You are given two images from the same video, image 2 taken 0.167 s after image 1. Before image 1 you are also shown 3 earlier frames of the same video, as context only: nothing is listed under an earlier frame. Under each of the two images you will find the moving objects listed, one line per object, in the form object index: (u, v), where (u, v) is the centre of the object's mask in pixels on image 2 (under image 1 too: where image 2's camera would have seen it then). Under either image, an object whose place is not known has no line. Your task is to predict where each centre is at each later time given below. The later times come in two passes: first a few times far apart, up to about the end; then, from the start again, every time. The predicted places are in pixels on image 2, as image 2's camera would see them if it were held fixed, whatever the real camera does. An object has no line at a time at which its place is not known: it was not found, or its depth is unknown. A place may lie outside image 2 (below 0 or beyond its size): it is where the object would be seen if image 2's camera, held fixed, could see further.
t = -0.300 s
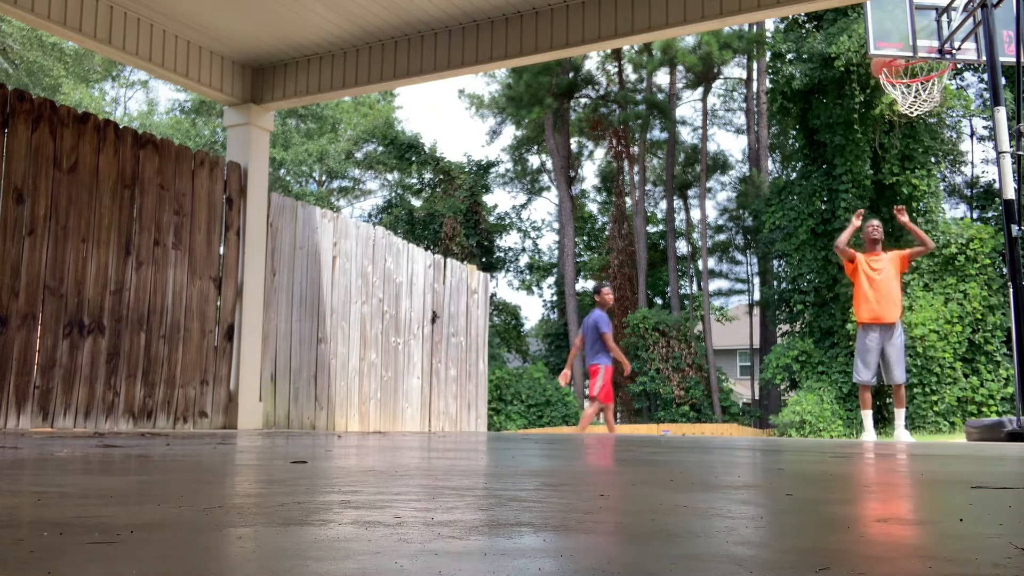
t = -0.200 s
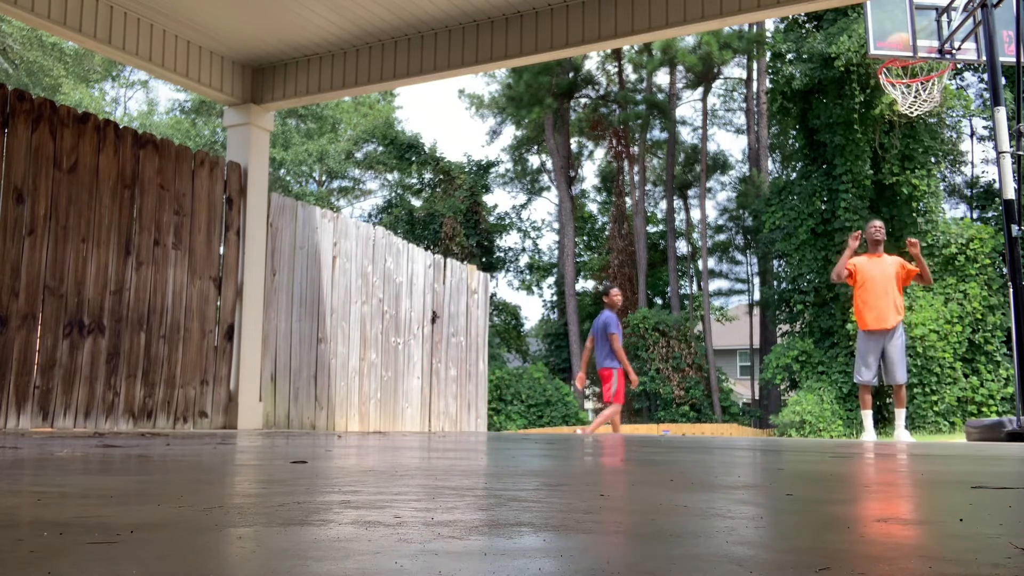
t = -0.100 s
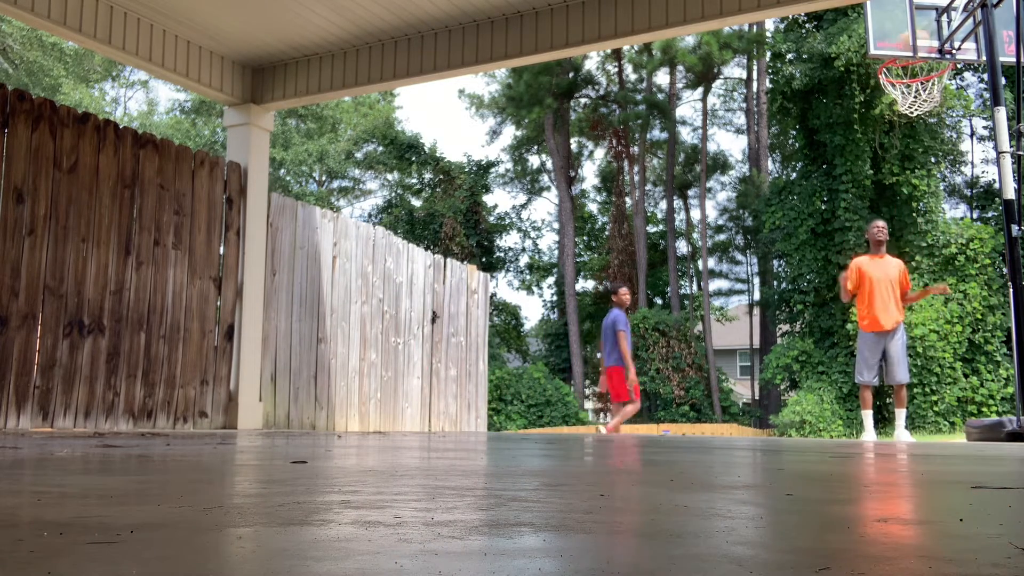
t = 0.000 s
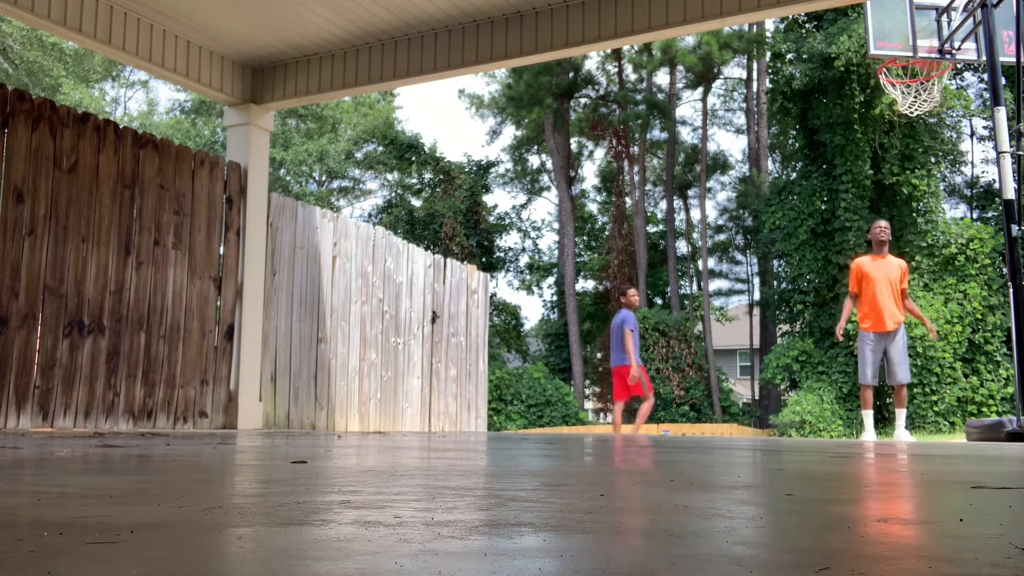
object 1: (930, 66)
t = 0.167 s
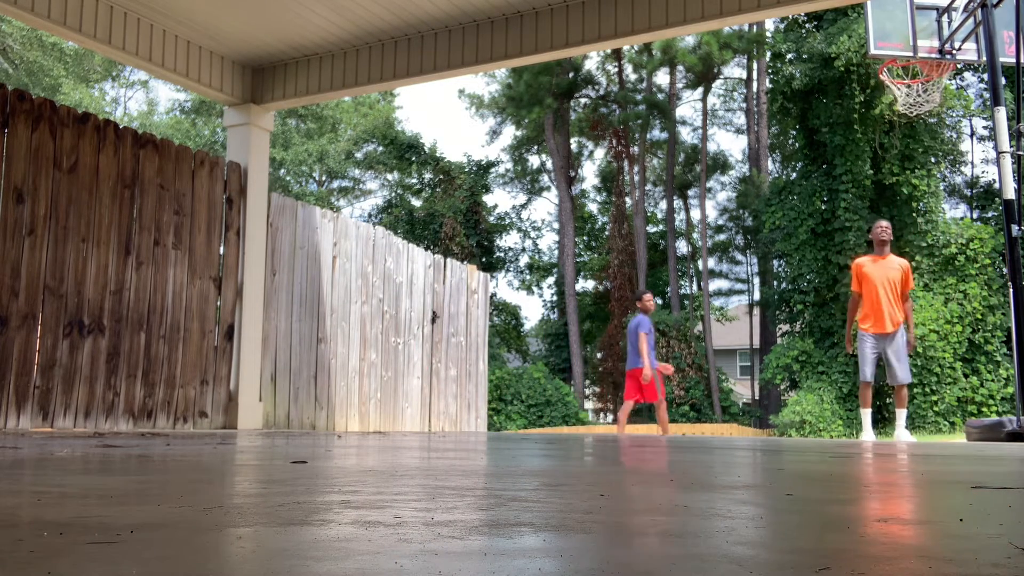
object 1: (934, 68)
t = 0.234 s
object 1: (933, 69)
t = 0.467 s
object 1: (923, 112)
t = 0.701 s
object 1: (911, 229)
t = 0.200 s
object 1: (932, 69)
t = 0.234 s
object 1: (933, 69)
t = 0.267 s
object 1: (932, 70)
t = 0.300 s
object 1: (931, 73)
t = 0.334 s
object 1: (930, 77)
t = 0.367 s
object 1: (929, 85)
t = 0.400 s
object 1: (927, 93)
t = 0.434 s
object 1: (925, 101)
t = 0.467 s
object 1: (923, 112)
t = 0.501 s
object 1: (921, 124)
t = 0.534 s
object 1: (919, 138)
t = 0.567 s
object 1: (918, 152)
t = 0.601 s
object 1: (916, 169)
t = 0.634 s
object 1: (914, 187)
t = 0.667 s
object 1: (913, 207)
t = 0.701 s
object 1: (911, 229)
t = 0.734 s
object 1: (911, 253)
